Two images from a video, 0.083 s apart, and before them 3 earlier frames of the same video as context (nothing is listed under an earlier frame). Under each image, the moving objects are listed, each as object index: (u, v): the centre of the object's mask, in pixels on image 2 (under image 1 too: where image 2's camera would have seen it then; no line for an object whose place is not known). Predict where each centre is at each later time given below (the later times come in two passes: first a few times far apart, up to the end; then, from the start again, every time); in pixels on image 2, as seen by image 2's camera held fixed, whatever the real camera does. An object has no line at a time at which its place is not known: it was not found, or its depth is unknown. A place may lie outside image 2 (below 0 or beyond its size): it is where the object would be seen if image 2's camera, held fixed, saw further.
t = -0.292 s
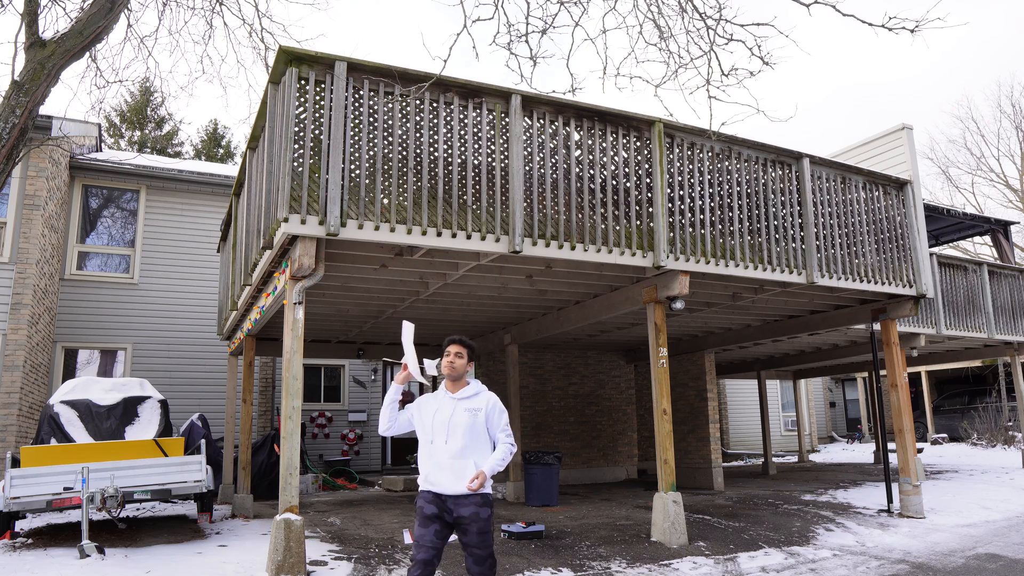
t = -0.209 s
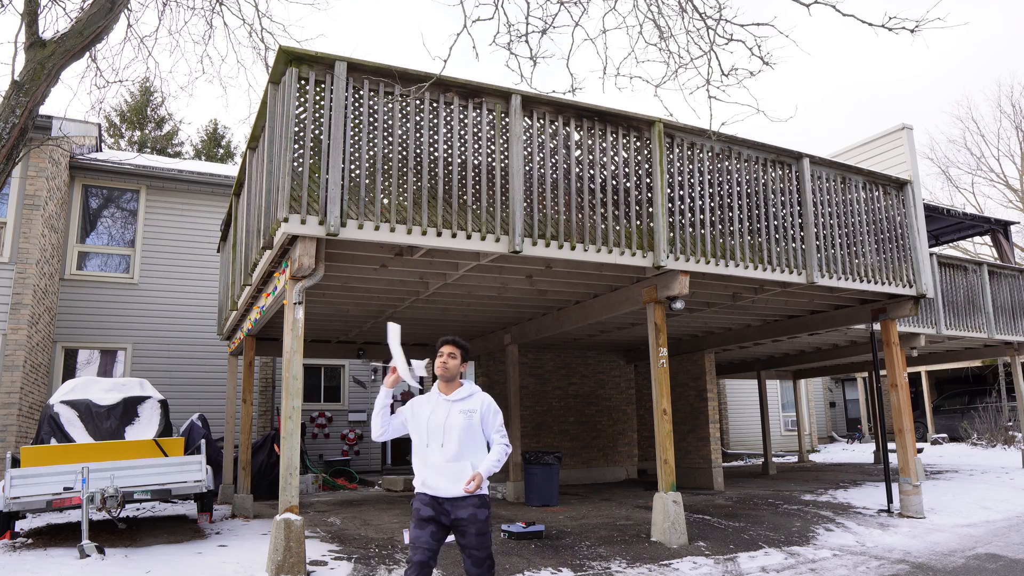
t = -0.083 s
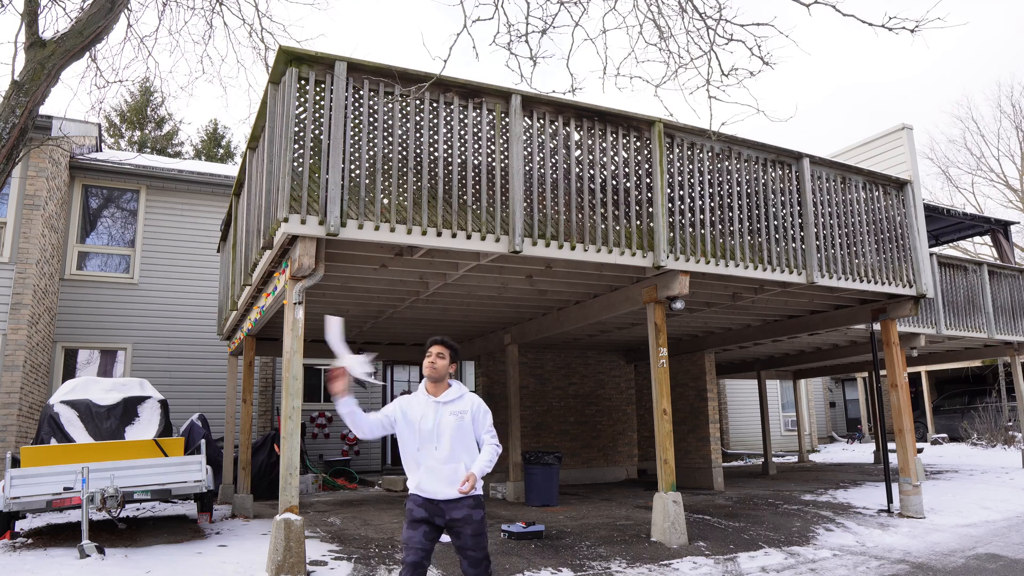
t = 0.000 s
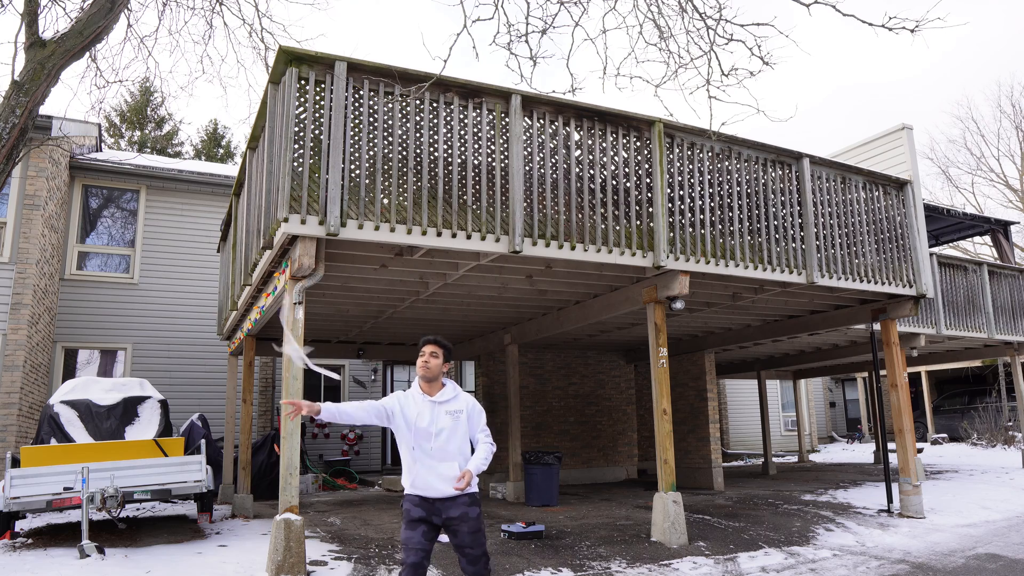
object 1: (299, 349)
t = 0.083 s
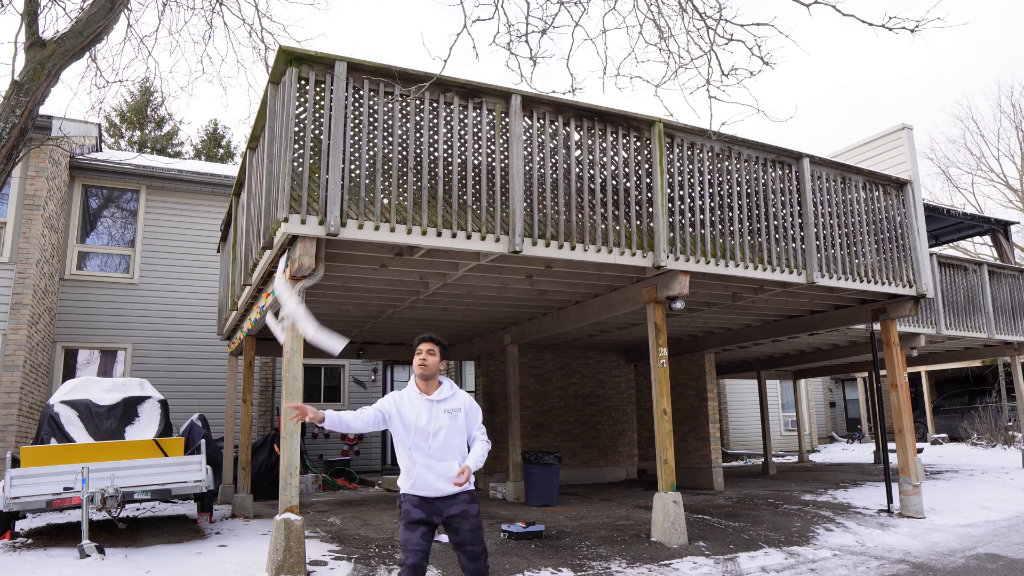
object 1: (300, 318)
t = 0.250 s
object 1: (428, 208)
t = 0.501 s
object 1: (631, 189)
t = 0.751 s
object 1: (653, 299)
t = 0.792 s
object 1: (643, 322)
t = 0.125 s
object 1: (318, 290)
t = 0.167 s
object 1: (348, 261)
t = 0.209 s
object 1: (385, 233)
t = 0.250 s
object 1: (428, 208)
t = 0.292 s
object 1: (473, 189)
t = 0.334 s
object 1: (515, 177)
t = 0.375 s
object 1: (552, 170)
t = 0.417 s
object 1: (583, 169)
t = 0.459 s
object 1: (611, 175)
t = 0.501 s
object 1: (631, 189)
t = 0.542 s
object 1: (646, 201)
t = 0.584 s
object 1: (655, 216)
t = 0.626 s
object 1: (659, 232)
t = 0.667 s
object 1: (661, 253)
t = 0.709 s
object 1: (659, 276)
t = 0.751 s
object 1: (653, 299)
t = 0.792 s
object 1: (643, 322)
